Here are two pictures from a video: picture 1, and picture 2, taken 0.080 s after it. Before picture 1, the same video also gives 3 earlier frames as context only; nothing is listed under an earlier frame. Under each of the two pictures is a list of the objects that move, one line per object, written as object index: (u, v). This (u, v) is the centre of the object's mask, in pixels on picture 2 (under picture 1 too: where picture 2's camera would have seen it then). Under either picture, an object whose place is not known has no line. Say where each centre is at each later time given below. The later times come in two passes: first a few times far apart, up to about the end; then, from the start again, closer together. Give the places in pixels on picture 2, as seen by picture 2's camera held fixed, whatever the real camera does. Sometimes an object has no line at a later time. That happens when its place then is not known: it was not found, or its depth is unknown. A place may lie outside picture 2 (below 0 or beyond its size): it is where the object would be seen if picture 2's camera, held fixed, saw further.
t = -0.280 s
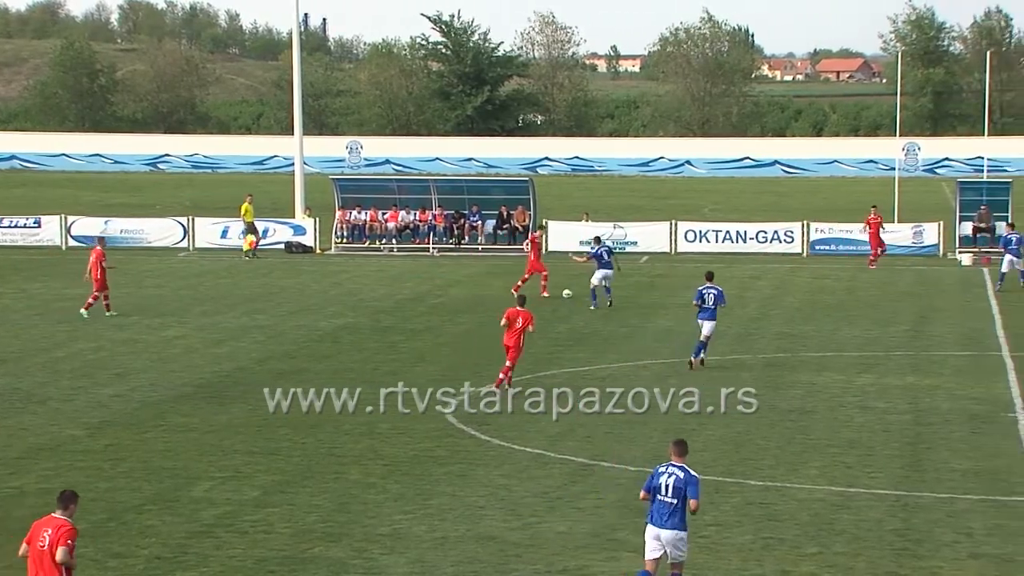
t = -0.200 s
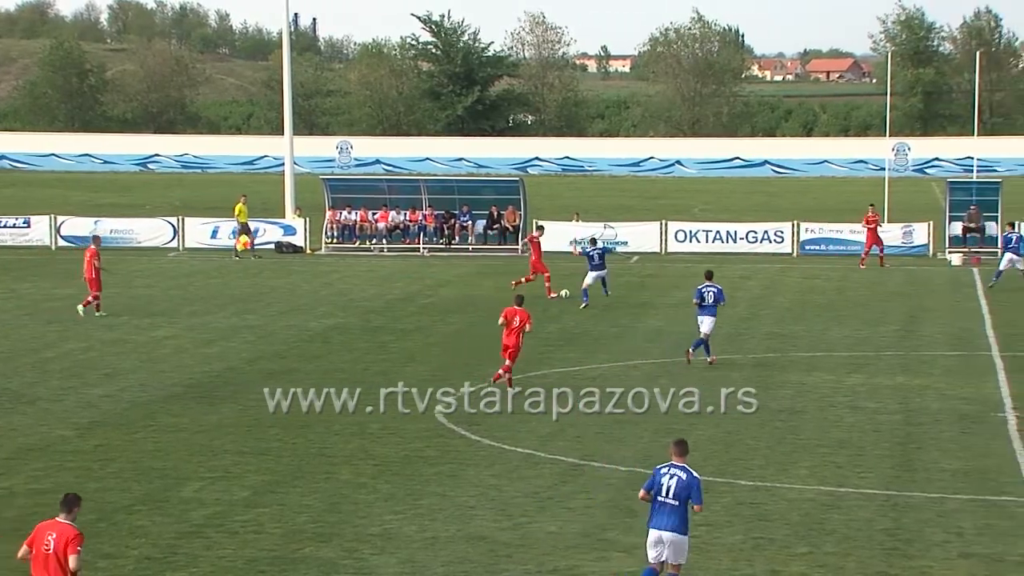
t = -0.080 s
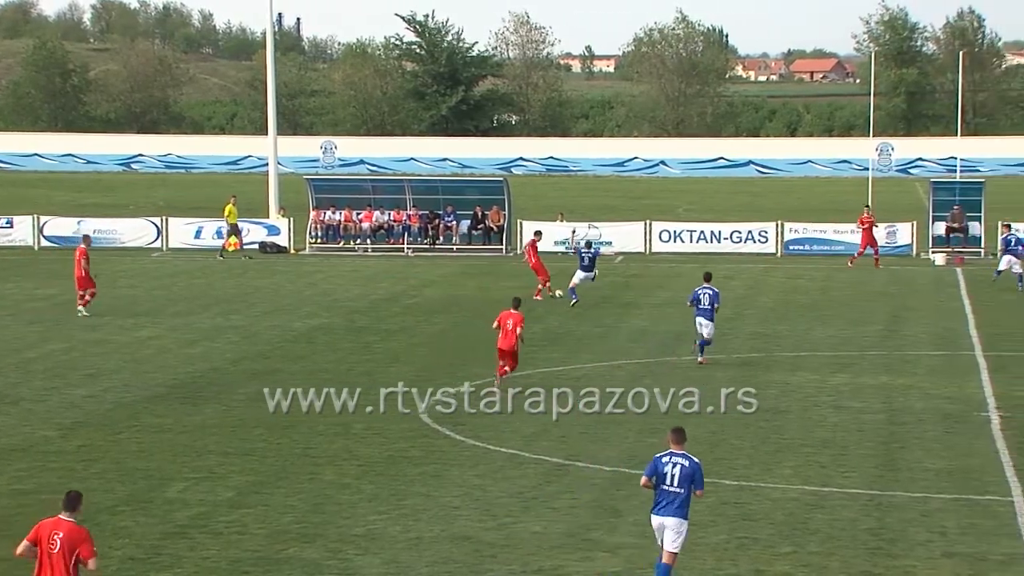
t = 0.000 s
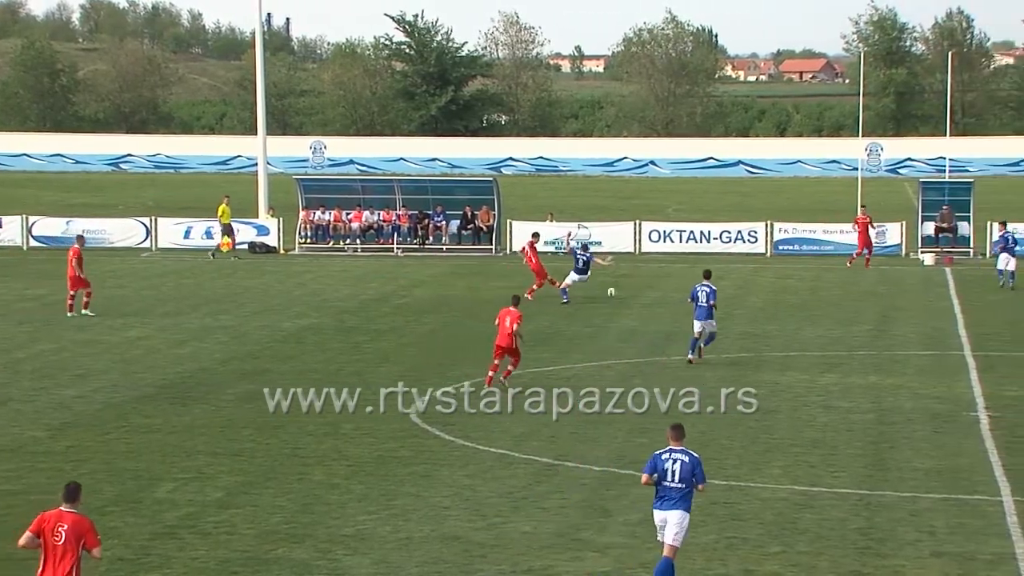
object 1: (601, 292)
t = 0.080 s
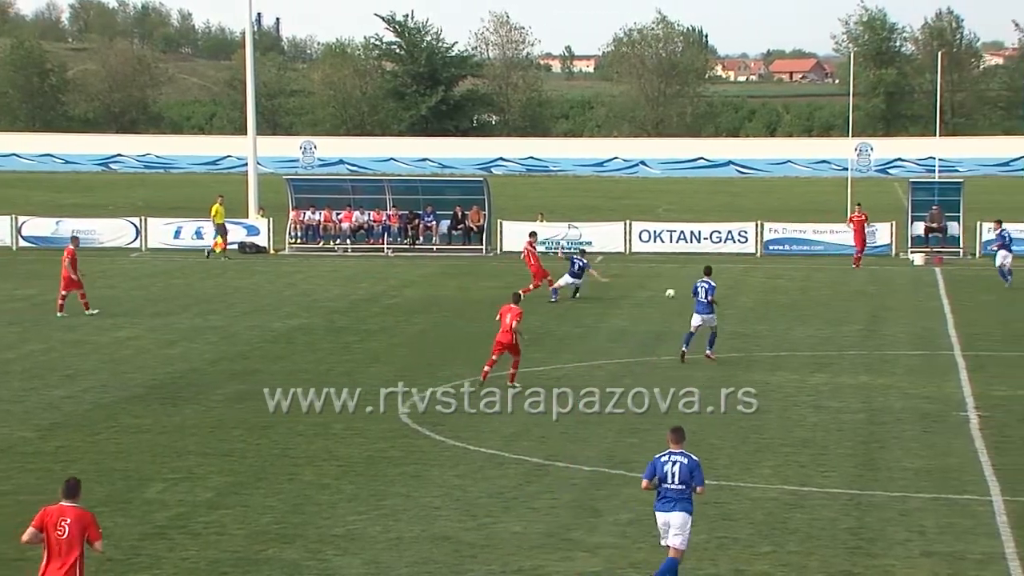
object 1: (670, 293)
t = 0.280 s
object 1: (825, 294)
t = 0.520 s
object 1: (988, 296)
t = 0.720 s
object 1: (1105, 294)
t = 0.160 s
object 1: (735, 295)
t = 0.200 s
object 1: (765, 294)
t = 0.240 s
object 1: (795, 294)
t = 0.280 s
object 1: (825, 294)
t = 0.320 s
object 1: (854, 295)
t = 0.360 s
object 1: (882, 295)
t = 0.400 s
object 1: (908, 294)
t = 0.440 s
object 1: (935, 294)
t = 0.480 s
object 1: (961, 294)
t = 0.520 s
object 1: (988, 296)
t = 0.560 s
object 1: (1012, 296)
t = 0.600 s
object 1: (1035, 295)
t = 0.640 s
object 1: (1058, 294)
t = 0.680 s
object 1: (1082, 293)
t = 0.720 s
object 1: (1105, 294)
